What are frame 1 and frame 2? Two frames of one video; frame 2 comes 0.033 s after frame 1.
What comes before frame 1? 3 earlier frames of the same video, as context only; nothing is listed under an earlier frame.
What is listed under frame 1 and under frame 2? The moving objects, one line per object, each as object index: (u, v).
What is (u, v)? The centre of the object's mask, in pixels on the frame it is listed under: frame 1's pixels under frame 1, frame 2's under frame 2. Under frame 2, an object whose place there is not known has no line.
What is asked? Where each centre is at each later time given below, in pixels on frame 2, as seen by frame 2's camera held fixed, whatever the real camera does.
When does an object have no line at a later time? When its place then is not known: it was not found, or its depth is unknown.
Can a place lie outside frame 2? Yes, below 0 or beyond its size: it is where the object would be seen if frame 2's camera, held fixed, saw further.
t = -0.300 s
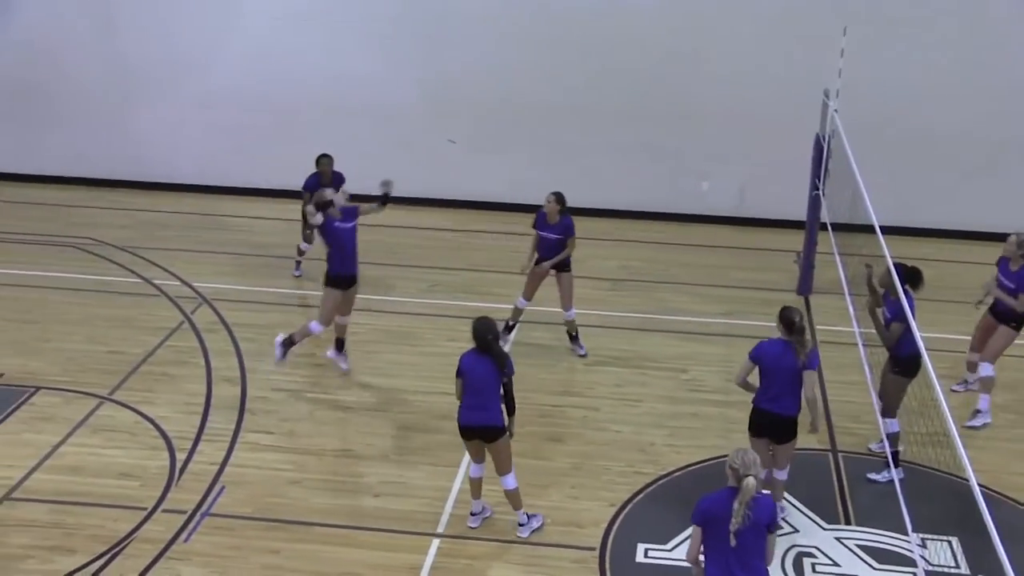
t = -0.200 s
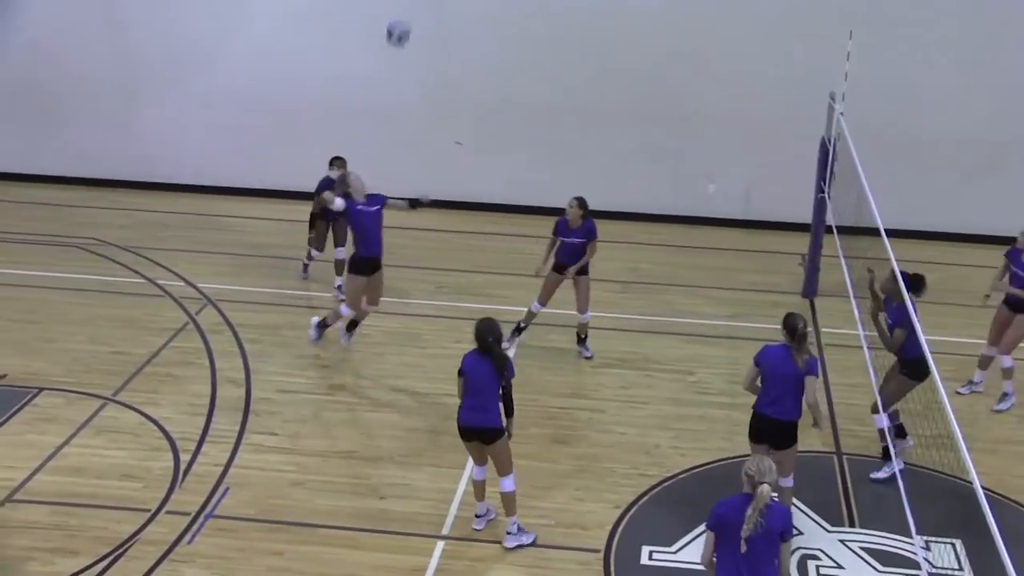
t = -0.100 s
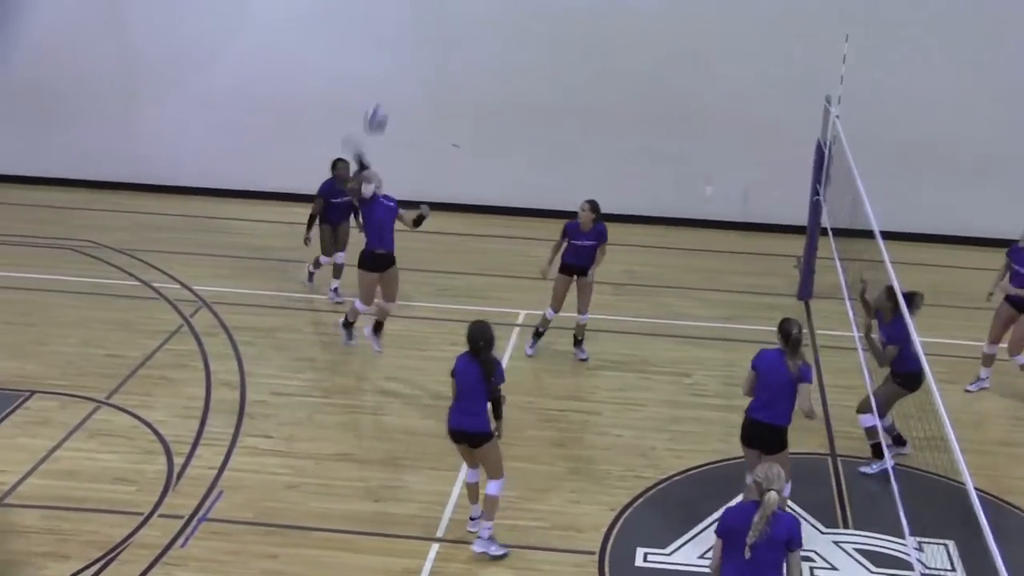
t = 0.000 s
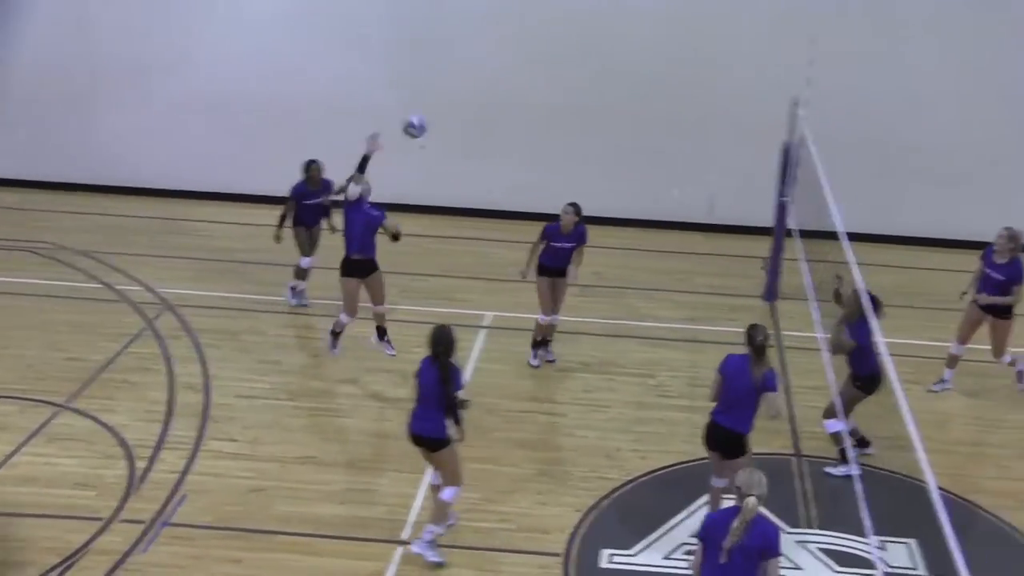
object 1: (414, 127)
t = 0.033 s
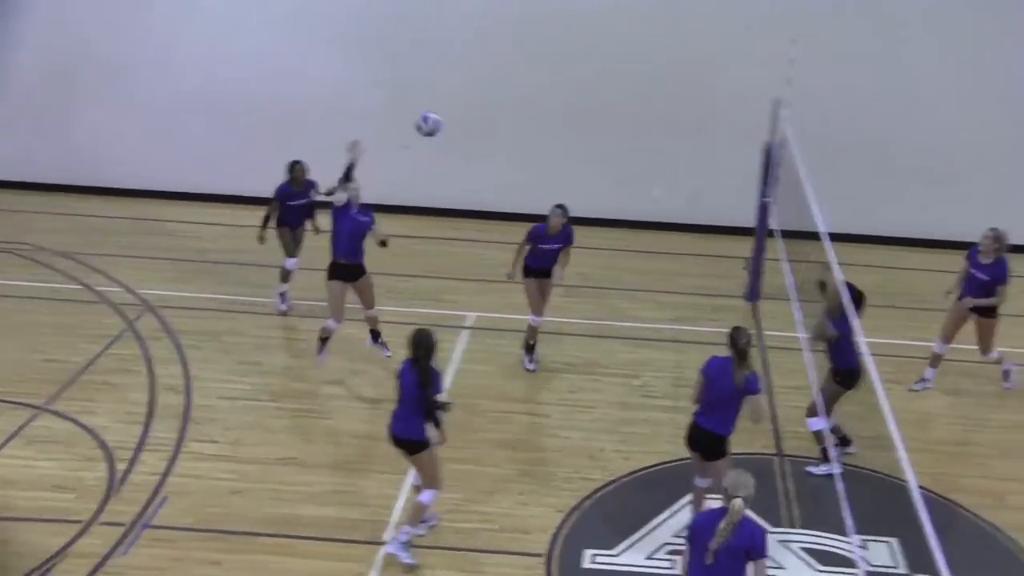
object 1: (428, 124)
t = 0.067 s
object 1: (460, 124)
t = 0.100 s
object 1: (489, 125)
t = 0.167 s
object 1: (554, 131)
